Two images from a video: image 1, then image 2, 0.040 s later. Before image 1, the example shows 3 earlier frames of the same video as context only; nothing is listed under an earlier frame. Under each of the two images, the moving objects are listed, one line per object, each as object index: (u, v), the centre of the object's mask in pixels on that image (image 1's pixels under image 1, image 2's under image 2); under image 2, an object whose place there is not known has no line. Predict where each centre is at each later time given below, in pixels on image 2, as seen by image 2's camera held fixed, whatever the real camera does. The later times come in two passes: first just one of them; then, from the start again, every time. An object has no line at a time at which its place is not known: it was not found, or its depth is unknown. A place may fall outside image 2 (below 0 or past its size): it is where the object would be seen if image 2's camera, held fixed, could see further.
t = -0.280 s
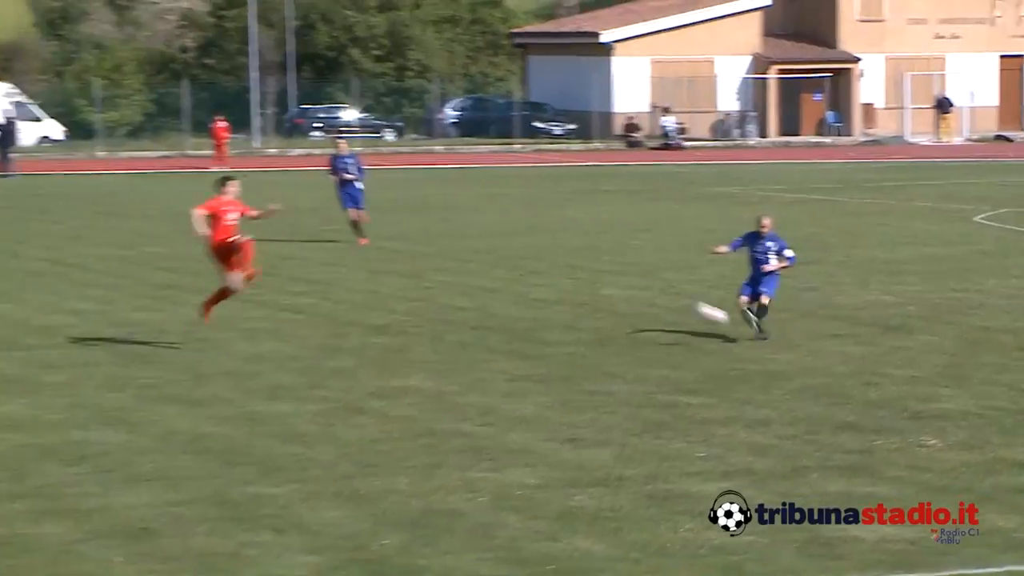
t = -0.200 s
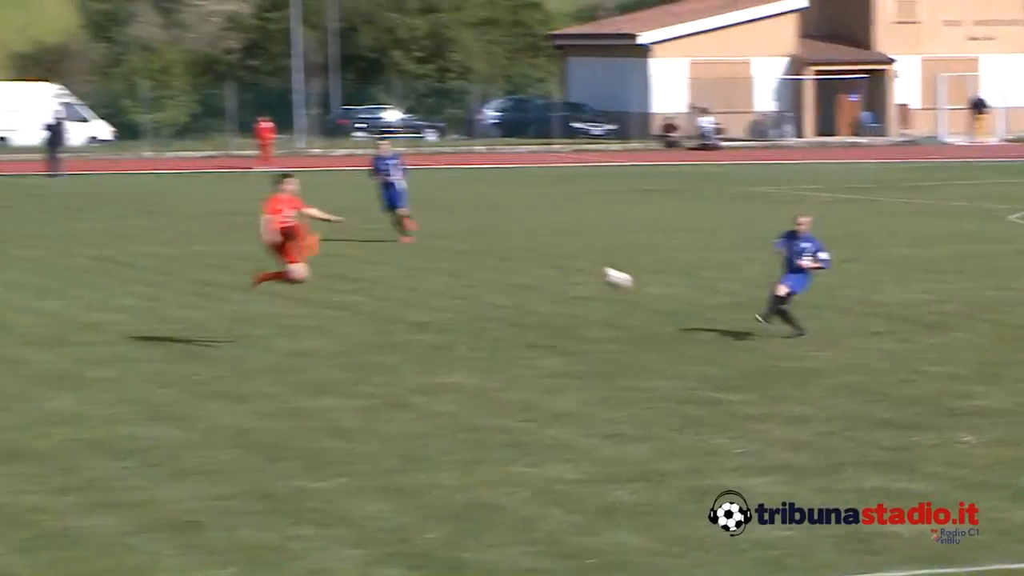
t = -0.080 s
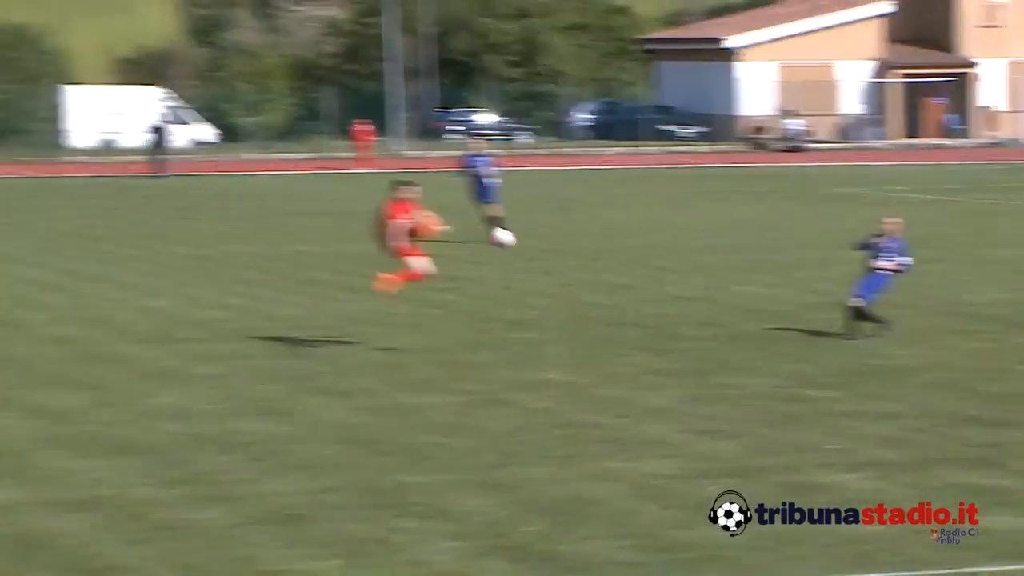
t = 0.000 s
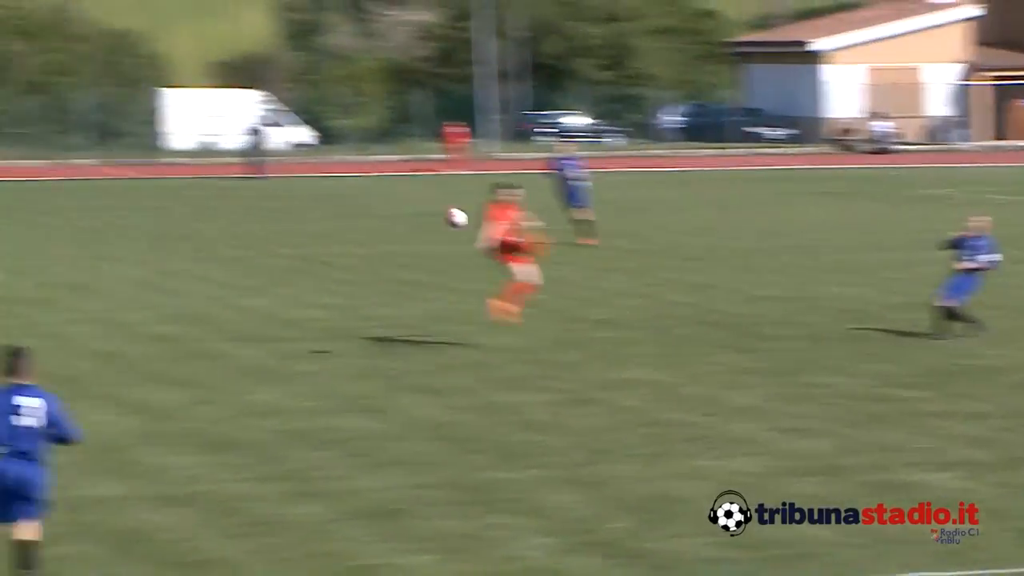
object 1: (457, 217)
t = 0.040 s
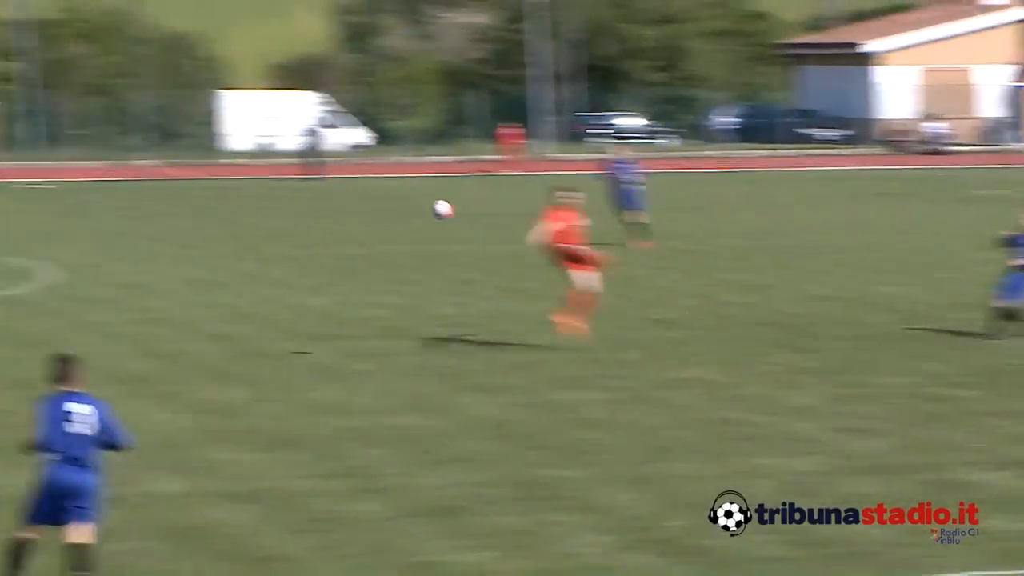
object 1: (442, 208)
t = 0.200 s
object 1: (161, 189)
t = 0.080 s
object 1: (373, 202)
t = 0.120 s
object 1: (303, 197)
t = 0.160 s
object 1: (233, 192)
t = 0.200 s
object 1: (161, 189)
